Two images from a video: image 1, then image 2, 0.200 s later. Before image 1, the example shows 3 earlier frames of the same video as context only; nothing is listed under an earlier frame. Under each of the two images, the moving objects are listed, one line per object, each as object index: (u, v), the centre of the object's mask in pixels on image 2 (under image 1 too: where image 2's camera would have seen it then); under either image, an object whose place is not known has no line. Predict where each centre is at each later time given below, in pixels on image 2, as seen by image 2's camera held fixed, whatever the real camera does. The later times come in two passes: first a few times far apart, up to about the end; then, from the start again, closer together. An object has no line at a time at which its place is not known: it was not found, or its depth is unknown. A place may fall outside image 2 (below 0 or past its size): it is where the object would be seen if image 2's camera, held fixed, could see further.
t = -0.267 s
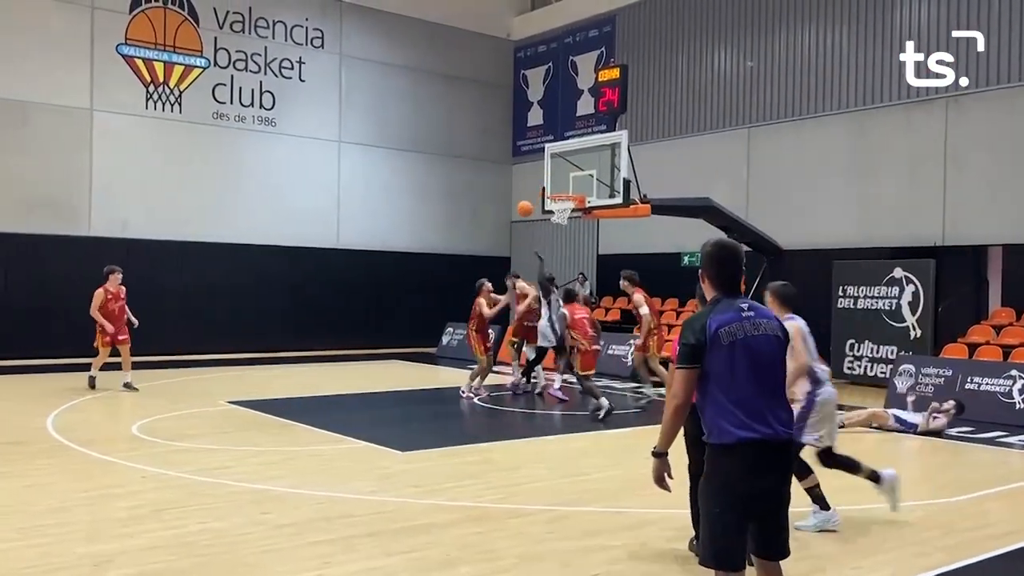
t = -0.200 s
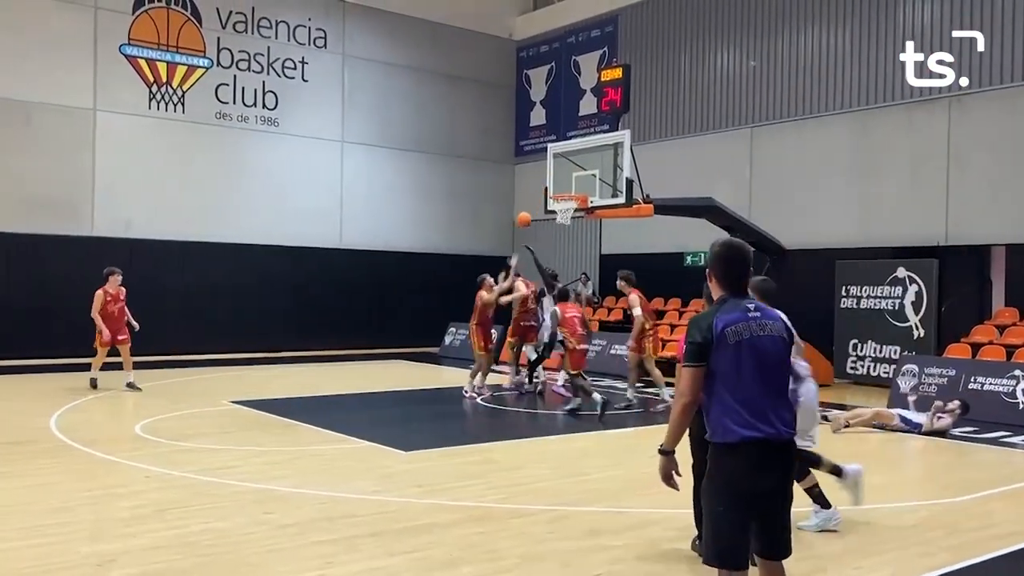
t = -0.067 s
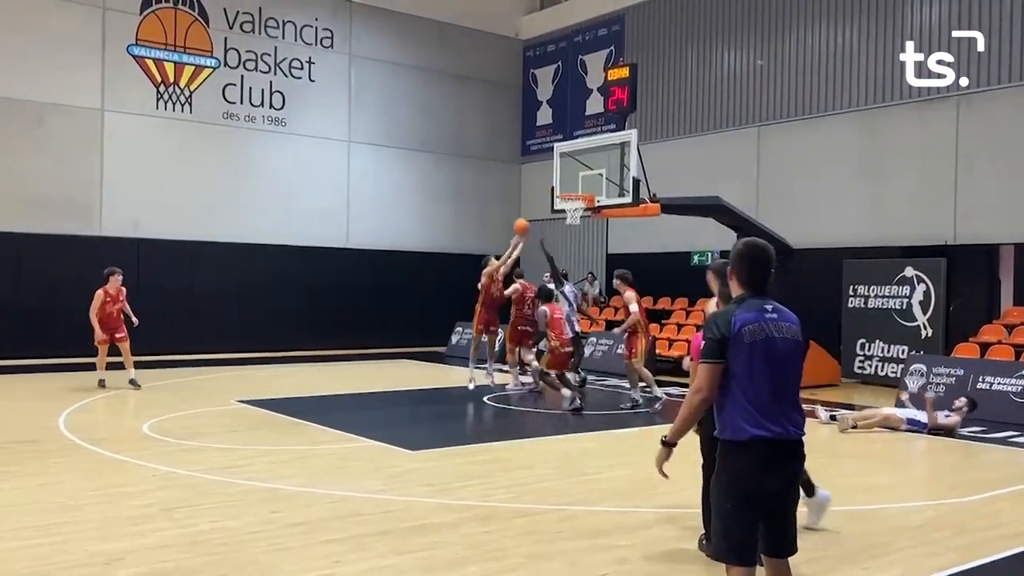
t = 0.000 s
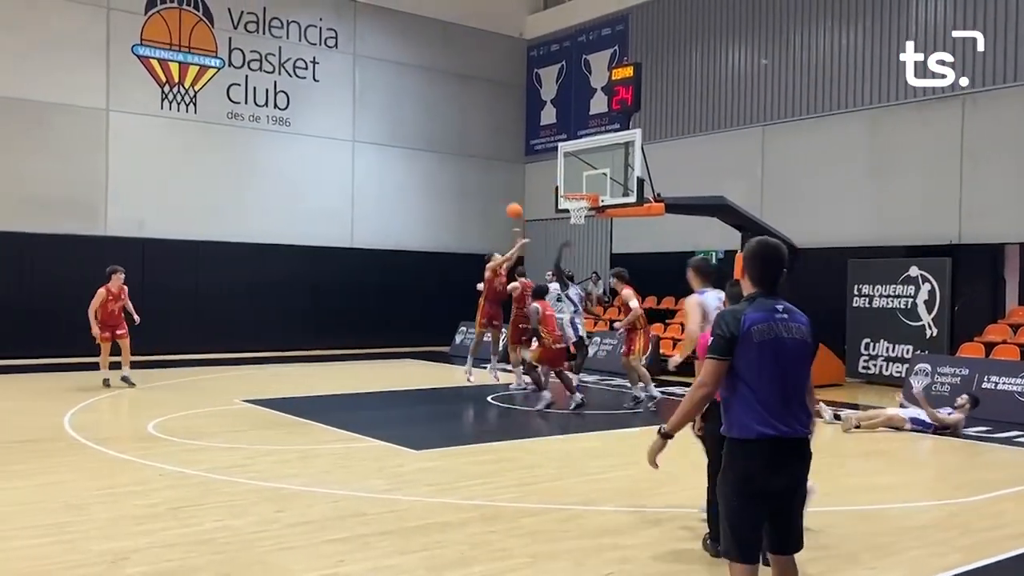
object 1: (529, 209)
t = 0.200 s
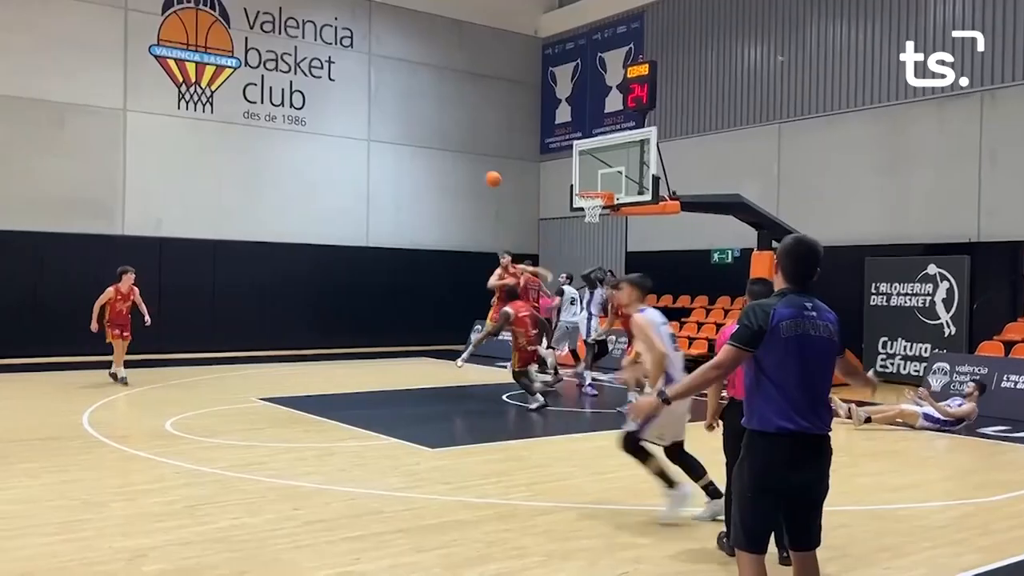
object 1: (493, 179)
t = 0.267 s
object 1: (480, 175)
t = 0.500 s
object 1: (435, 182)
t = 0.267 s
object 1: (480, 175)
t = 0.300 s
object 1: (474, 174)
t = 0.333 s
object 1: (467, 173)
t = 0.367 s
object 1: (461, 173)
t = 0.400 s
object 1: (455, 175)
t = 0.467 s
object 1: (441, 178)
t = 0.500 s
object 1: (435, 182)
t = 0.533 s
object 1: (428, 186)
